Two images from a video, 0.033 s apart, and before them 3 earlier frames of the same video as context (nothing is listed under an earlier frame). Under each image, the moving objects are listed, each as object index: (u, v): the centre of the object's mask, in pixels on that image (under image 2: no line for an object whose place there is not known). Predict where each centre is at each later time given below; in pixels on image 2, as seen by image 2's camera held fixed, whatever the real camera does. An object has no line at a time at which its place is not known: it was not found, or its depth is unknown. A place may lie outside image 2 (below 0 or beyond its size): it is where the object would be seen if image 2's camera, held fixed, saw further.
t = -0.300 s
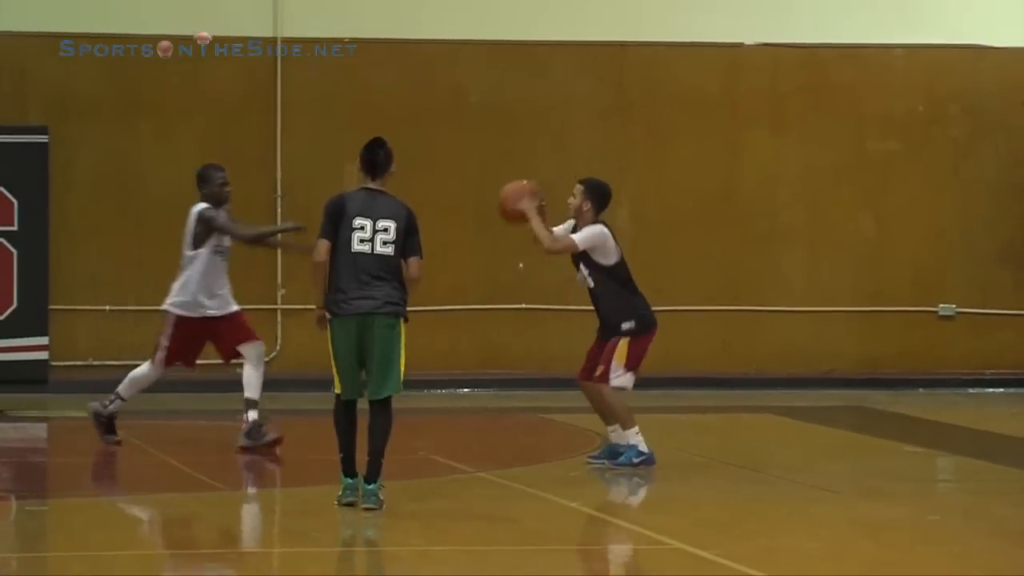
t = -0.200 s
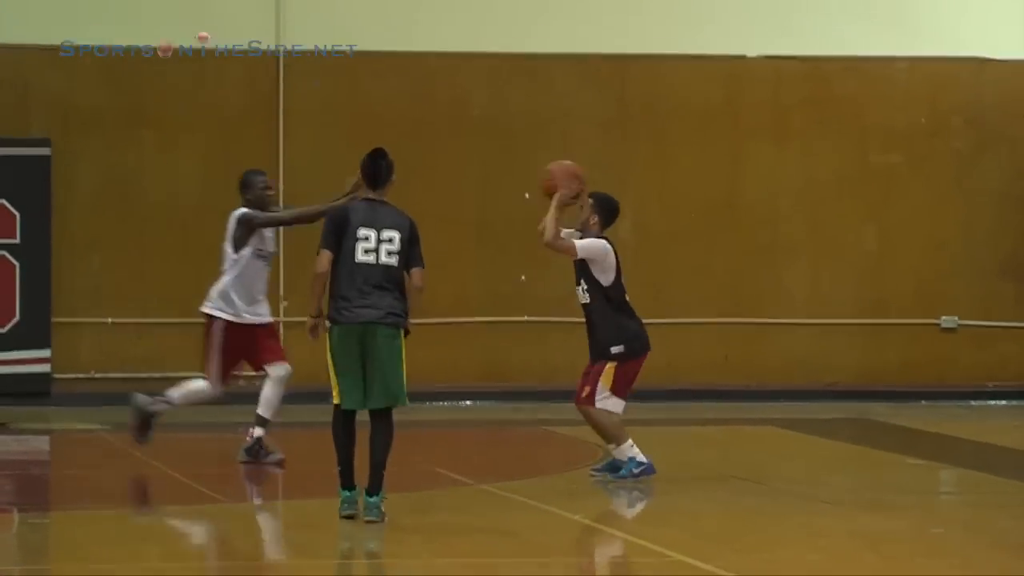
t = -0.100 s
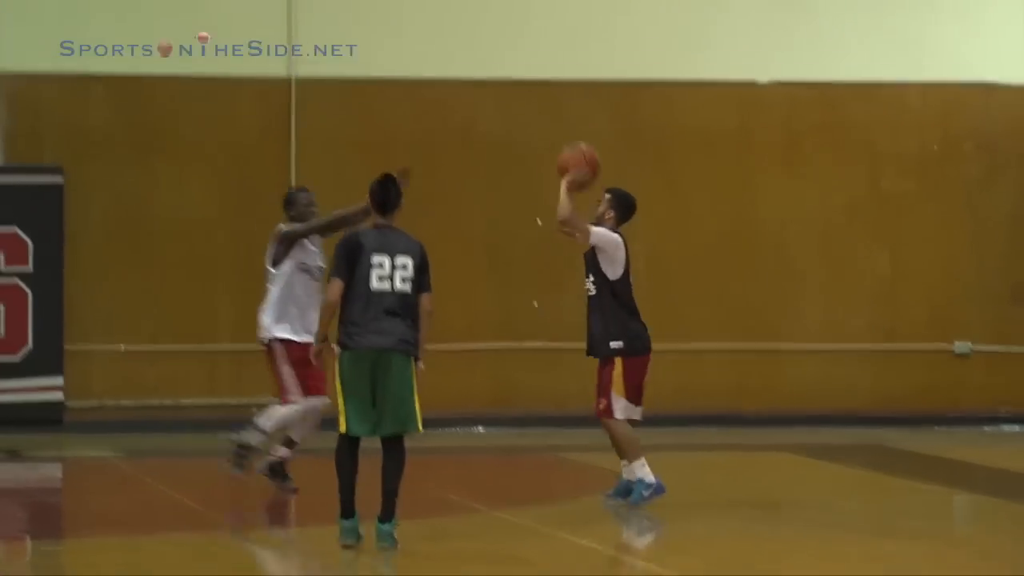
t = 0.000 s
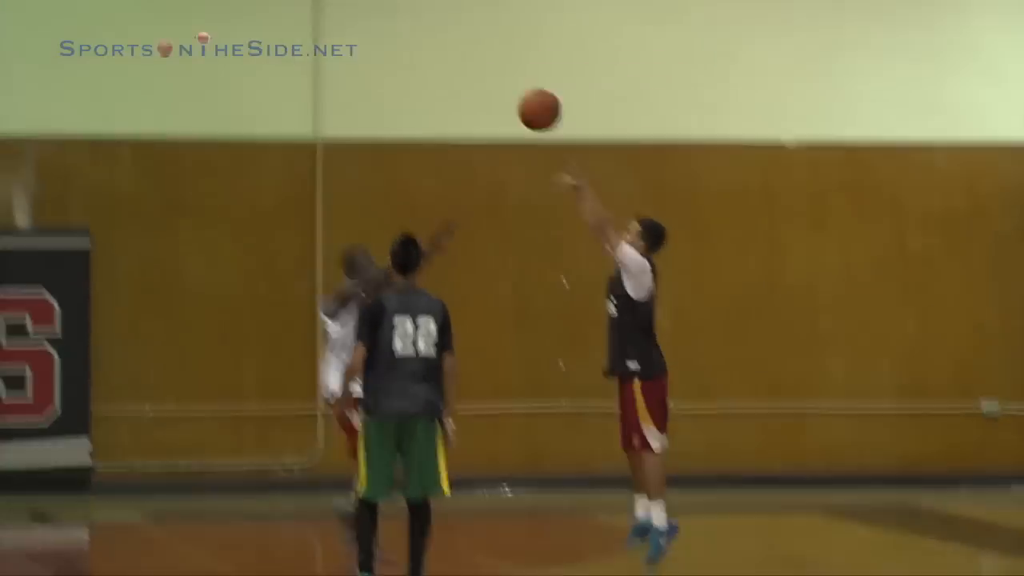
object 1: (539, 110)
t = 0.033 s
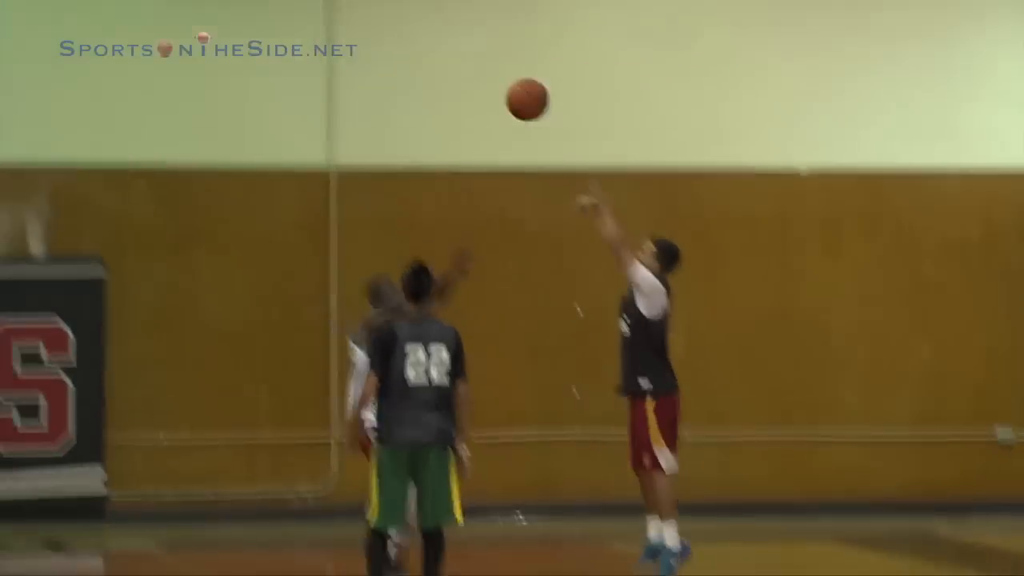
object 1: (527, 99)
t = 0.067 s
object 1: (502, 63)
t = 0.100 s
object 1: (478, 29)
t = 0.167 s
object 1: (430, -31)
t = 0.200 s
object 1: (405, -59)
